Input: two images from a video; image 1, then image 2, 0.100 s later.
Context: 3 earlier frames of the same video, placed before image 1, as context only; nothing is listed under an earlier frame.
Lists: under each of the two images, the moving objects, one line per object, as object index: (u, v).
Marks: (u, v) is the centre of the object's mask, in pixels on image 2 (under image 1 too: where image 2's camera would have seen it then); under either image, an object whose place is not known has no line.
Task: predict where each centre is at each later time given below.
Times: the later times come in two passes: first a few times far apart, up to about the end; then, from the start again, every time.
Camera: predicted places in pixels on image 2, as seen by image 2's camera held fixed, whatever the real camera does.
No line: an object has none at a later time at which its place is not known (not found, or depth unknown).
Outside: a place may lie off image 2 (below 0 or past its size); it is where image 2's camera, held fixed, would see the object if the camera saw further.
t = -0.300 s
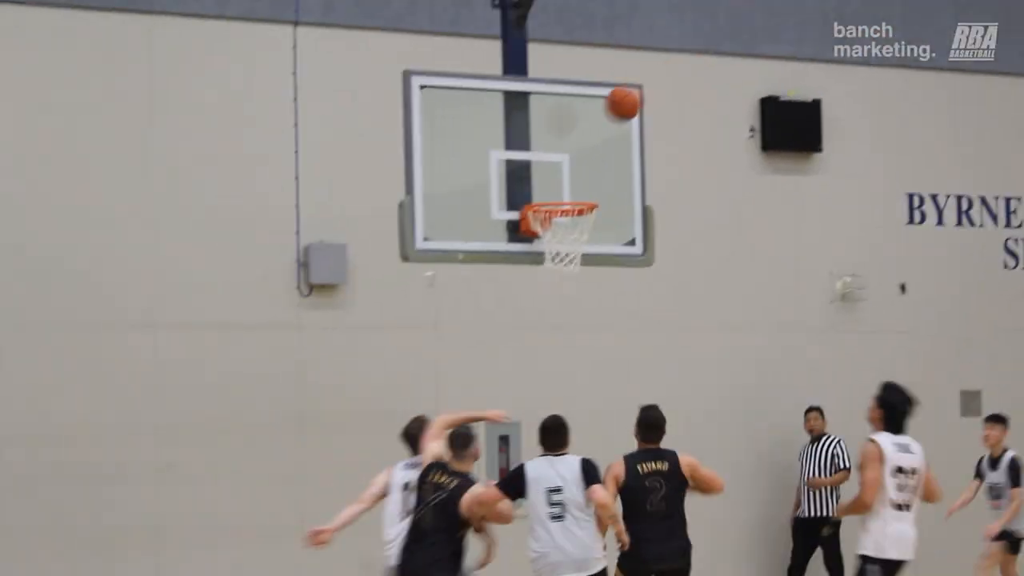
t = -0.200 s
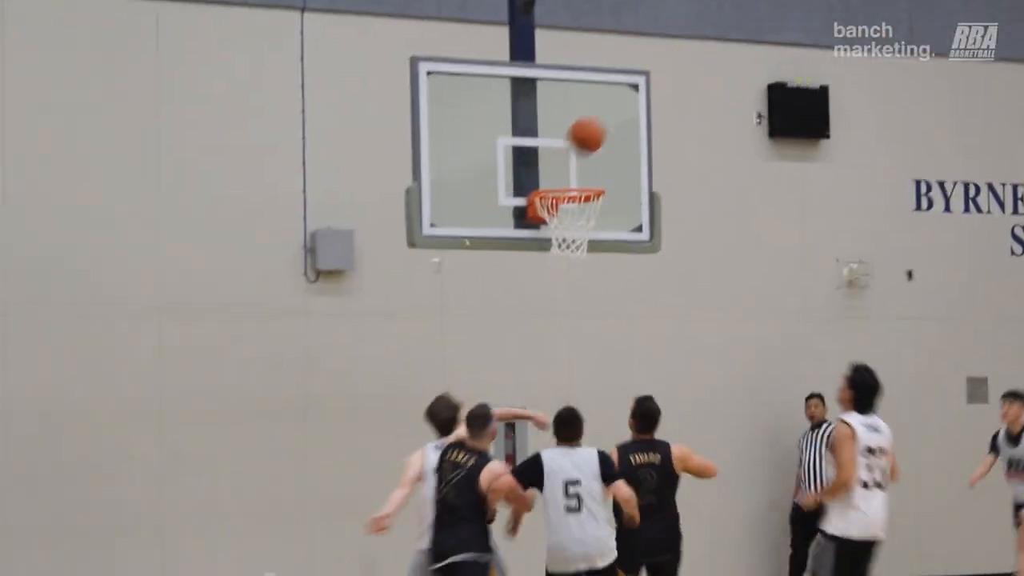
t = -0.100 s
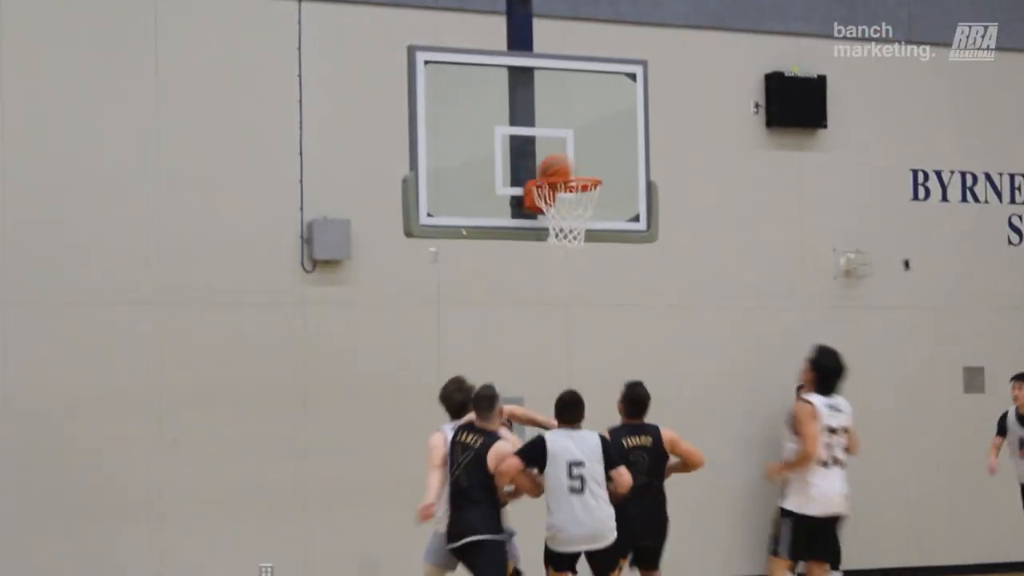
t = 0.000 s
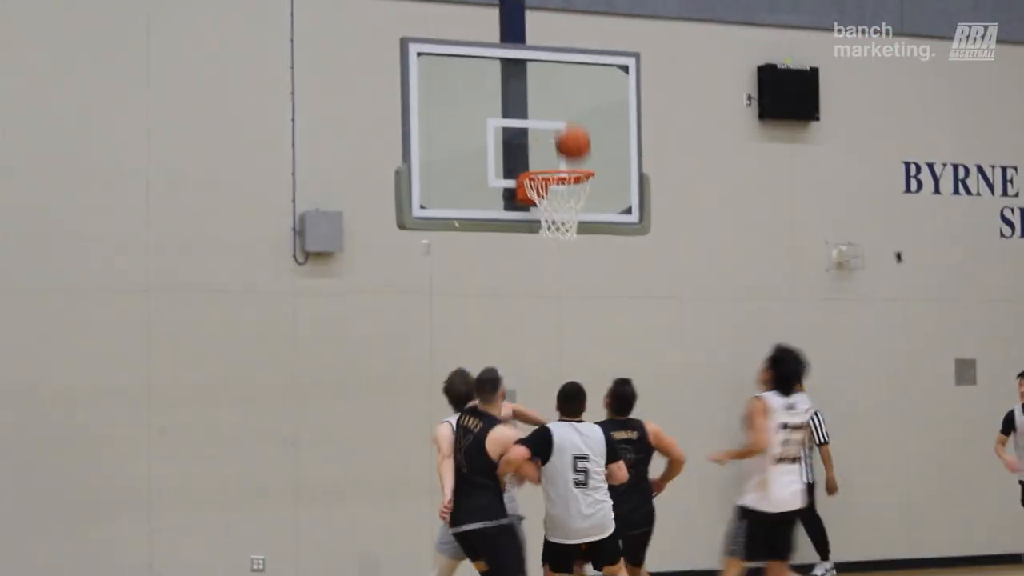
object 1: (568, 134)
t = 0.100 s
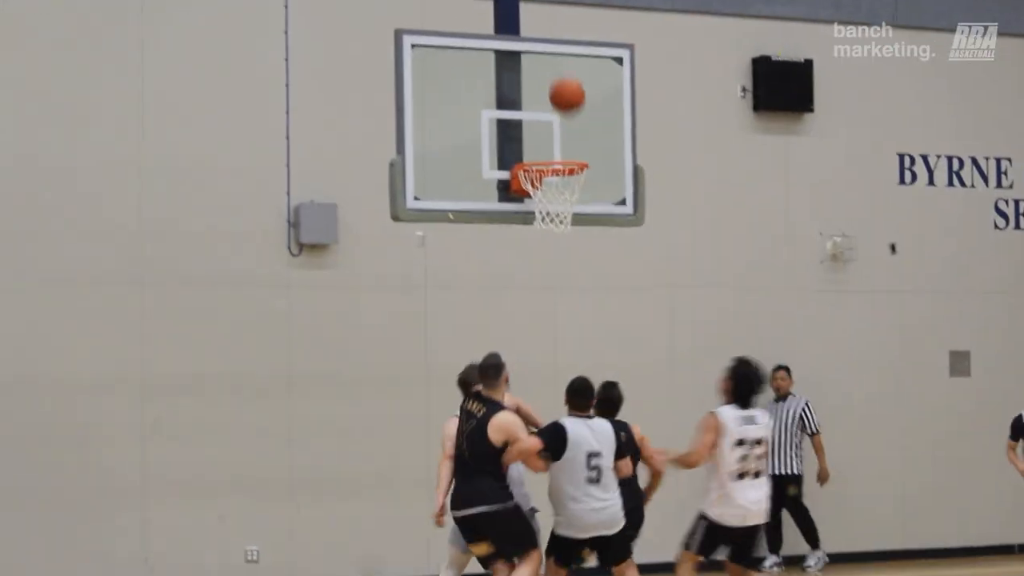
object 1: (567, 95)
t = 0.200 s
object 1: (567, 69)
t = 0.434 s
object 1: (568, 65)
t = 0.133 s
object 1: (567, 85)
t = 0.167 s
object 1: (567, 76)
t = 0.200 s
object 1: (567, 69)
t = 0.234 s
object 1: (567, 64)
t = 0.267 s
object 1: (567, 60)
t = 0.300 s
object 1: (567, 58)
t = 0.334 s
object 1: (567, 58)
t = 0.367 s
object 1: (568, 59)
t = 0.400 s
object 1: (568, 61)
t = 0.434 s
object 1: (568, 65)
